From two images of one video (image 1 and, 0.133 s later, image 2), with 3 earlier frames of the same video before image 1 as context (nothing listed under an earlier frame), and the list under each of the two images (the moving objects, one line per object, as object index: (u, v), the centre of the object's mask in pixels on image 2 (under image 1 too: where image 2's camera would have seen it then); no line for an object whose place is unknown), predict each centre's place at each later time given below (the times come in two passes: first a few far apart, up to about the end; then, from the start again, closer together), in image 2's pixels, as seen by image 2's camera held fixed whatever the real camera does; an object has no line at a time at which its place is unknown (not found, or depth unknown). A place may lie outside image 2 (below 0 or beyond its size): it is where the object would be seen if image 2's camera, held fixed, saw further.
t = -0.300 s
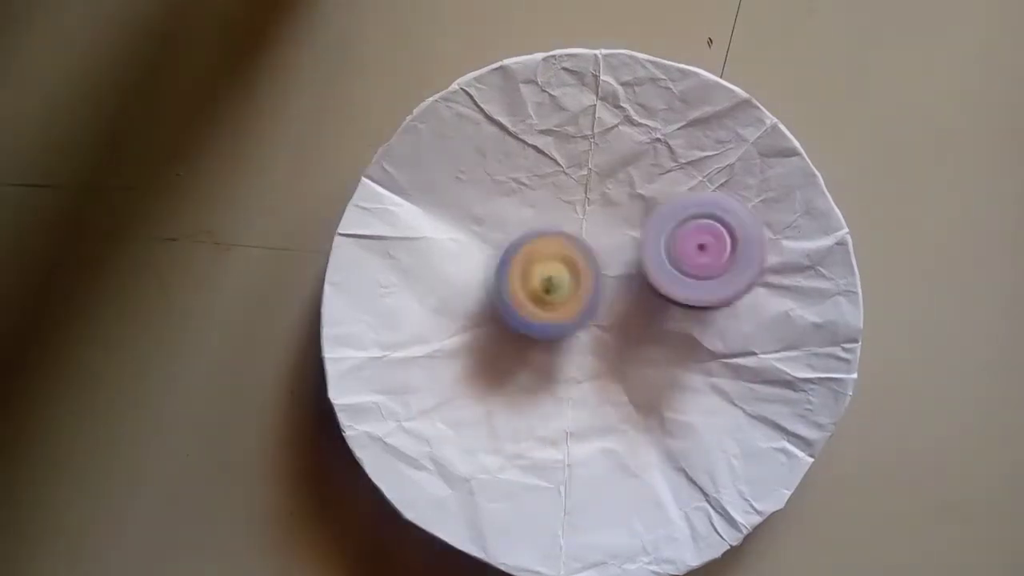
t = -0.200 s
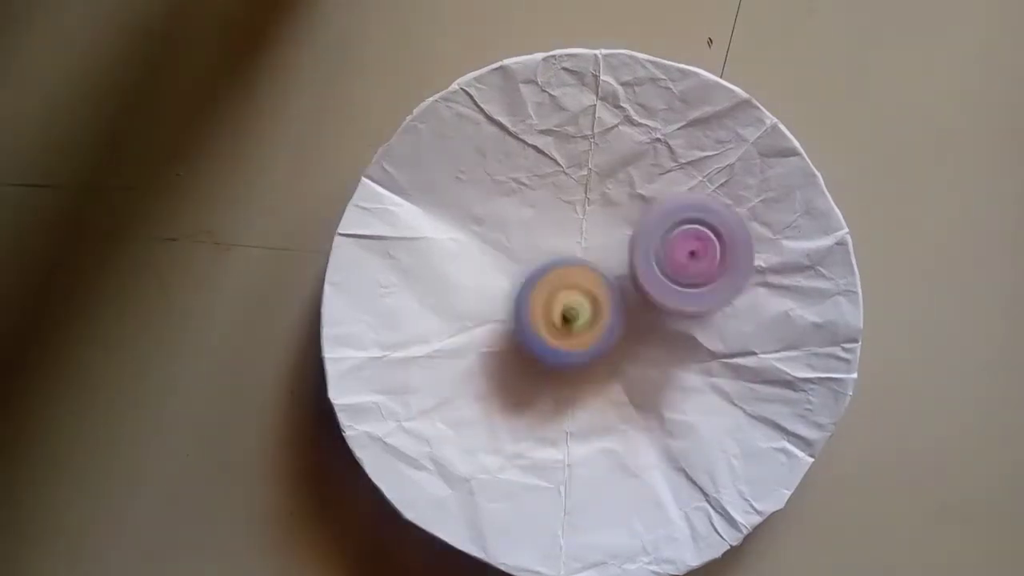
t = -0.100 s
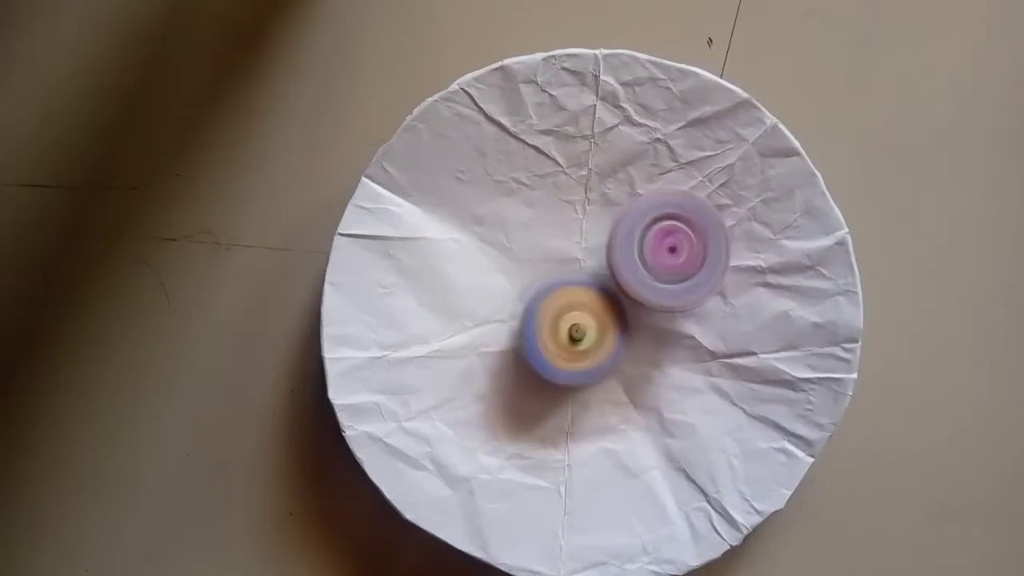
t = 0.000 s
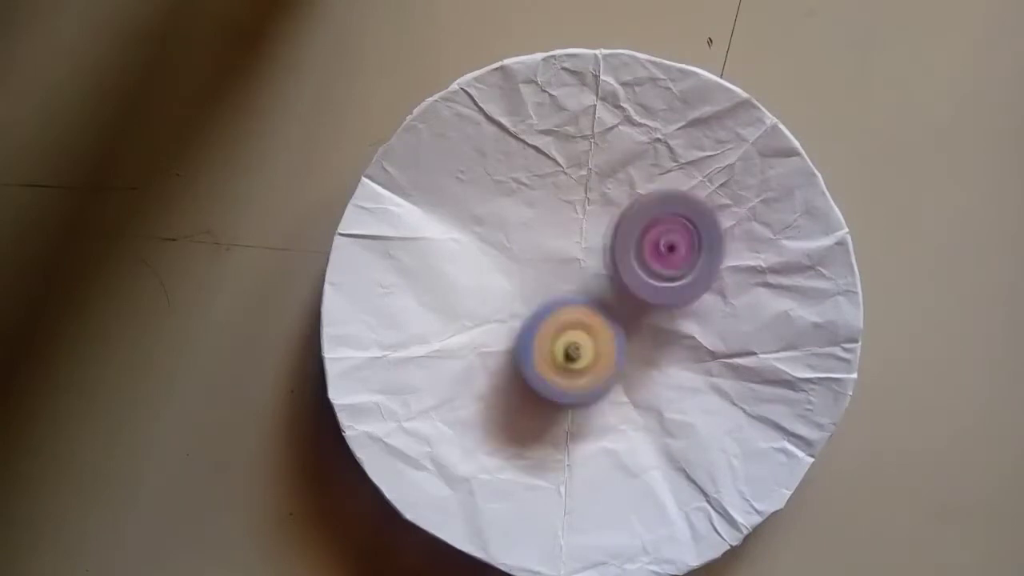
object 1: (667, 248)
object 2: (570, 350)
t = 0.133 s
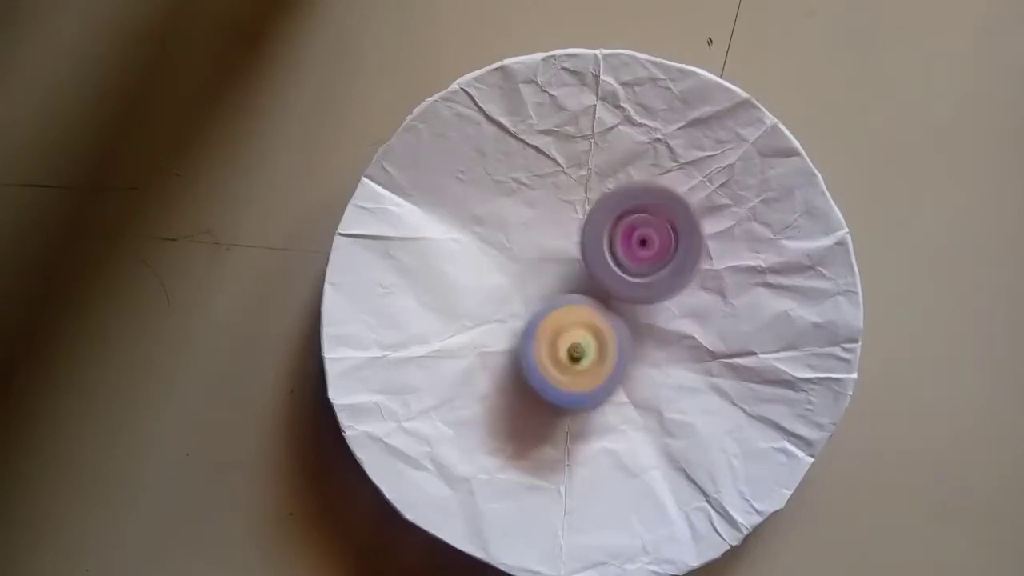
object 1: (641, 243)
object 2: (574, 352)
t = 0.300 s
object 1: (637, 232)
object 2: (615, 368)
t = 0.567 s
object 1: (606, 226)
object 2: (667, 435)
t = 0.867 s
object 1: (580, 229)
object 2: (628, 378)
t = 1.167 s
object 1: (557, 226)
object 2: (635, 362)
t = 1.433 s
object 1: (533, 231)
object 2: (605, 373)
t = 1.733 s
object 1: (516, 229)
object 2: (665, 365)
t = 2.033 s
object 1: (484, 232)
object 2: (630, 369)
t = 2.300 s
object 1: (492, 246)
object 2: (600, 365)
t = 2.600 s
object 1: (483, 245)
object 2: (623, 349)
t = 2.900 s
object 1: (485, 278)
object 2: (636, 363)
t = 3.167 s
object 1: (501, 313)
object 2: (649, 383)
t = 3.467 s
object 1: (506, 321)
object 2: (627, 367)
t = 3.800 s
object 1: (543, 296)
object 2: (618, 378)
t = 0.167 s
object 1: (640, 241)
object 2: (579, 350)
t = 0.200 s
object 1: (636, 240)
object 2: (590, 349)
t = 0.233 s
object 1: (649, 225)
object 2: (603, 361)
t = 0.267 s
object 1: (642, 230)
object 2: (610, 365)
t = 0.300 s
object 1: (637, 232)
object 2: (615, 368)
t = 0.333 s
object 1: (621, 229)
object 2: (633, 376)
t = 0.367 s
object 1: (620, 228)
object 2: (642, 382)
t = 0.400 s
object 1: (619, 227)
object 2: (649, 390)
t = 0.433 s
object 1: (619, 228)
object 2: (655, 397)
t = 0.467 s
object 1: (608, 227)
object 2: (662, 411)
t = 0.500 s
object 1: (608, 223)
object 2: (669, 418)
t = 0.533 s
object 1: (608, 224)
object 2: (669, 422)
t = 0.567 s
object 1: (606, 226)
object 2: (667, 435)
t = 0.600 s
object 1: (600, 226)
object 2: (662, 445)
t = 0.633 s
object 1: (599, 222)
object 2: (659, 453)
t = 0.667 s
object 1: (599, 221)
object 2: (656, 449)
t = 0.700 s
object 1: (597, 224)
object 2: (644, 433)
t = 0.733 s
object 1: (594, 227)
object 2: (638, 425)
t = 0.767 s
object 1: (587, 227)
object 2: (634, 419)
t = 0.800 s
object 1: (582, 226)
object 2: (632, 401)
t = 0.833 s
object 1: (582, 225)
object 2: (632, 390)
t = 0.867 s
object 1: (580, 229)
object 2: (628, 378)
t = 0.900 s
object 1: (575, 229)
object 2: (627, 375)
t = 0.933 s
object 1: (568, 229)
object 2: (634, 368)
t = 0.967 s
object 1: (566, 226)
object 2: (633, 360)
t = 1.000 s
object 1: (567, 227)
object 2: (635, 355)
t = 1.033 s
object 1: (561, 228)
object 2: (636, 352)
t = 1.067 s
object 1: (560, 227)
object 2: (641, 352)
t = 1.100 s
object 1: (556, 225)
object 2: (639, 354)
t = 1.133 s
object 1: (558, 223)
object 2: (637, 360)
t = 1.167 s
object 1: (557, 226)
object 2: (635, 362)
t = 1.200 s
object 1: (557, 227)
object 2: (630, 366)
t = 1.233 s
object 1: (554, 230)
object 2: (623, 373)
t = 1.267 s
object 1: (550, 228)
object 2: (616, 380)
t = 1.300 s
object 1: (549, 229)
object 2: (609, 380)
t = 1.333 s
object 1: (546, 229)
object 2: (605, 380)
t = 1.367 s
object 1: (543, 232)
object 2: (605, 380)
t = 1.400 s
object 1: (535, 230)
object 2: (603, 375)
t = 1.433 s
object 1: (533, 231)
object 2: (605, 373)
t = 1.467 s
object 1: (529, 230)
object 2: (607, 368)
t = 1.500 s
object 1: (527, 230)
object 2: (615, 361)
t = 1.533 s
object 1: (523, 230)
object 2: (619, 361)
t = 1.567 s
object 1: (522, 229)
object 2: (627, 358)
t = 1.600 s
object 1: (519, 229)
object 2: (636, 357)
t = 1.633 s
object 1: (518, 226)
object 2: (650, 358)
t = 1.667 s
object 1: (519, 227)
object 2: (658, 364)
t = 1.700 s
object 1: (516, 228)
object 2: (665, 366)
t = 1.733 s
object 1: (516, 229)
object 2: (665, 365)
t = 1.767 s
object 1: (509, 231)
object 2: (665, 377)
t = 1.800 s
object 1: (510, 230)
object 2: (667, 380)
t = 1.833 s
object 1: (509, 232)
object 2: (667, 377)
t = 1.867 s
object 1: (506, 236)
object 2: (655, 377)
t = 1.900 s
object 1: (500, 238)
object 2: (652, 378)
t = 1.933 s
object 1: (494, 237)
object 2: (648, 378)
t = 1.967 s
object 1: (492, 237)
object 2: (641, 376)
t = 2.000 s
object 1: (485, 233)
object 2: (631, 372)
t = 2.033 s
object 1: (484, 232)
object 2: (630, 369)
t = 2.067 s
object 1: (483, 232)
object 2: (625, 363)
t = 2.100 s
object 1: (482, 231)
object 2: (614, 365)
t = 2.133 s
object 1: (480, 232)
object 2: (616, 366)
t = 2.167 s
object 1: (480, 230)
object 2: (615, 365)
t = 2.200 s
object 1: (483, 227)
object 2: (613, 364)
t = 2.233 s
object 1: (489, 232)
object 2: (604, 367)
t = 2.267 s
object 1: (492, 238)
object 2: (602, 365)
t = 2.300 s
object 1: (492, 246)
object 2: (600, 365)
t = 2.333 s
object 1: (483, 253)
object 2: (597, 357)
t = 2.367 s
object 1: (476, 253)
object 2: (596, 352)
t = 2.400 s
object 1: (469, 250)
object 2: (596, 351)
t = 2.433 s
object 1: (470, 247)
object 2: (597, 350)
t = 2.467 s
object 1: (472, 247)
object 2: (606, 346)
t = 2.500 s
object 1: (472, 248)
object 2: (610, 343)
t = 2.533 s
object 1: (471, 249)
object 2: (612, 339)
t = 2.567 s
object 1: (476, 243)
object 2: (617, 343)
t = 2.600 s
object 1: (483, 245)
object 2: (623, 349)
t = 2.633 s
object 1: (485, 248)
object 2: (627, 350)
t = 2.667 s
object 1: (493, 254)
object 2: (629, 348)
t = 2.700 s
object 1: (493, 271)
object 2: (632, 342)
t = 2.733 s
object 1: (489, 274)
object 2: (629, 340)
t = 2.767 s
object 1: (485, 277)
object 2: (626, 341)
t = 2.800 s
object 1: (481, 275)
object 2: (625, 352)
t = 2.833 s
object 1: (483, 275)
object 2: (627, 356)
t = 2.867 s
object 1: (484, 277)
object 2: (629, 362)
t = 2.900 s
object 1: (485, 278)
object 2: (636, 363)
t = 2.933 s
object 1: (486, 281)
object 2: (642, 367)
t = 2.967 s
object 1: (486, 279)
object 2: (643, 365)
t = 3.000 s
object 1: (491, 277)
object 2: (642, 368)
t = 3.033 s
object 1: (500, 283)
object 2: (644, 375)
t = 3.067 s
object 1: (506, 286)
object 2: (649, 377)
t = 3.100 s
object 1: (510, 296)
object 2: (651, 376)
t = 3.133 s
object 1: (509, 305)
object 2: (651, 379)
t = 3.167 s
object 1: (501, 313)
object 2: (649, 383)
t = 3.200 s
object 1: (497, 314)
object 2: (643, 382)
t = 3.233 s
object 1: (497, 312)
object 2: (637, 380)
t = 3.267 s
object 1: (502, 312)
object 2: (633, 376)
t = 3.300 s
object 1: (503, 319)
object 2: (630, 368)
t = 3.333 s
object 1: (506, 319)
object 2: (633, 363)
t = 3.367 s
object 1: (512, 325)
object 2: (631, 365)
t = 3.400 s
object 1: (511, 335)
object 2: (622, 362)
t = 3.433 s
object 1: (508, 328)
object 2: (625, 365)
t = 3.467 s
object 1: (506, 321)
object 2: (627, 367)
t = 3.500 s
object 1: (507, 313)
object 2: (630, 368)
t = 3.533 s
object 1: (526, 300)
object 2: (624, 372)
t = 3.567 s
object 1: (534, 302)
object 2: (621, 374)
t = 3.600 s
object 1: (539, 301)
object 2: (622, 377)
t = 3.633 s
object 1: (542, 297)
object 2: (617, 379)
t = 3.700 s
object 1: (543, 297)
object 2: (618, 379)
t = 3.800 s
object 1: (543, 296)
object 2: (618, 378)
